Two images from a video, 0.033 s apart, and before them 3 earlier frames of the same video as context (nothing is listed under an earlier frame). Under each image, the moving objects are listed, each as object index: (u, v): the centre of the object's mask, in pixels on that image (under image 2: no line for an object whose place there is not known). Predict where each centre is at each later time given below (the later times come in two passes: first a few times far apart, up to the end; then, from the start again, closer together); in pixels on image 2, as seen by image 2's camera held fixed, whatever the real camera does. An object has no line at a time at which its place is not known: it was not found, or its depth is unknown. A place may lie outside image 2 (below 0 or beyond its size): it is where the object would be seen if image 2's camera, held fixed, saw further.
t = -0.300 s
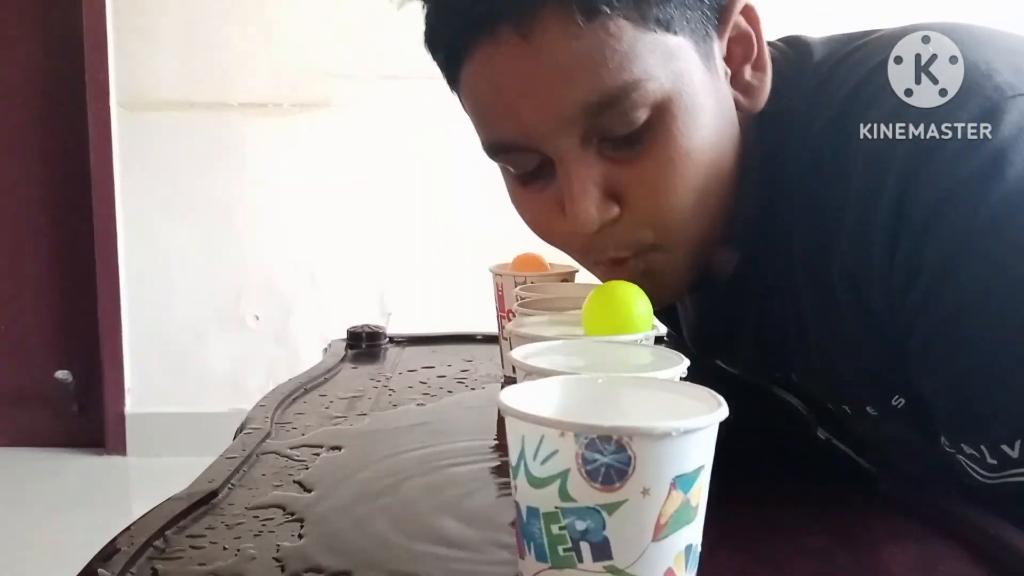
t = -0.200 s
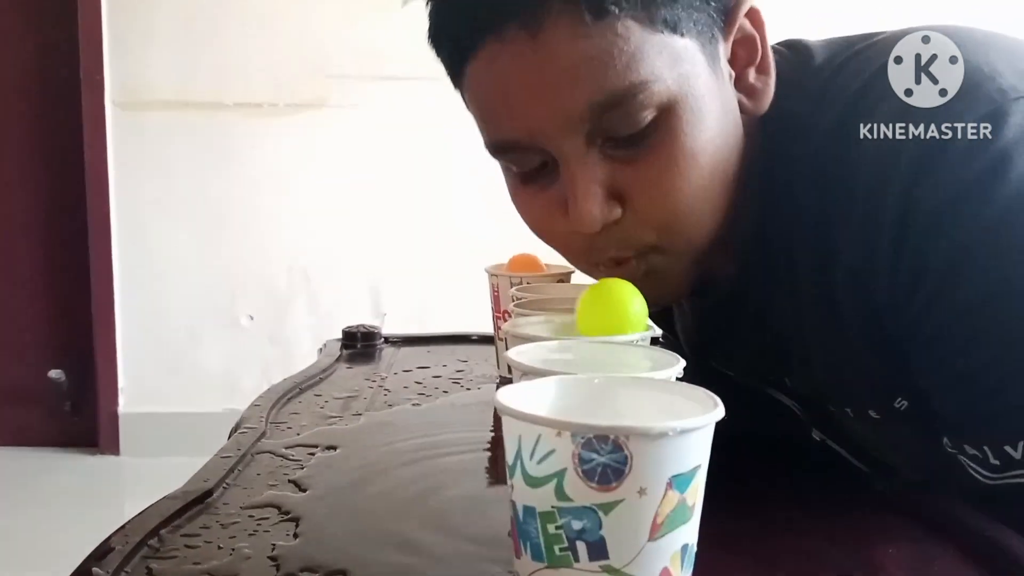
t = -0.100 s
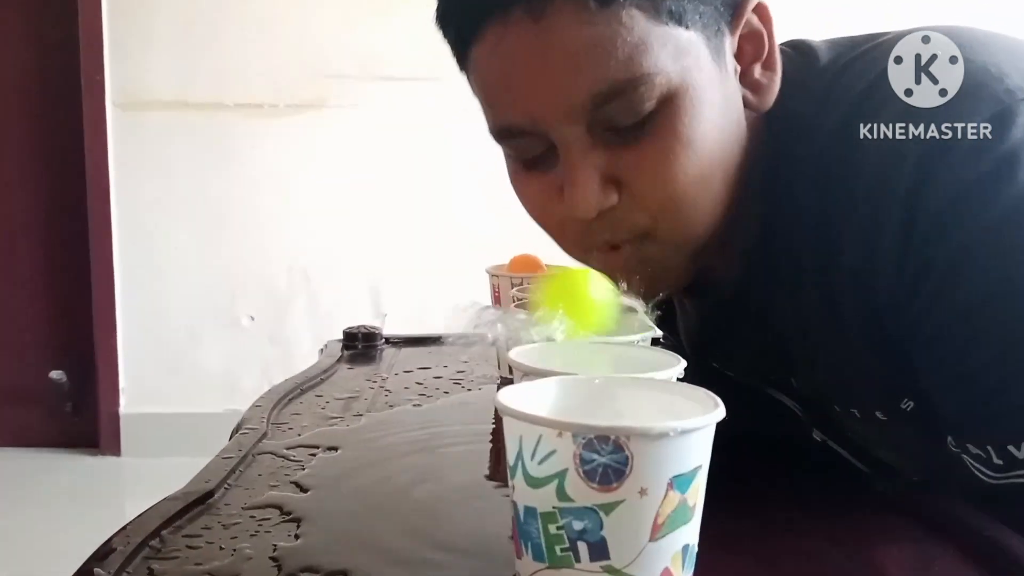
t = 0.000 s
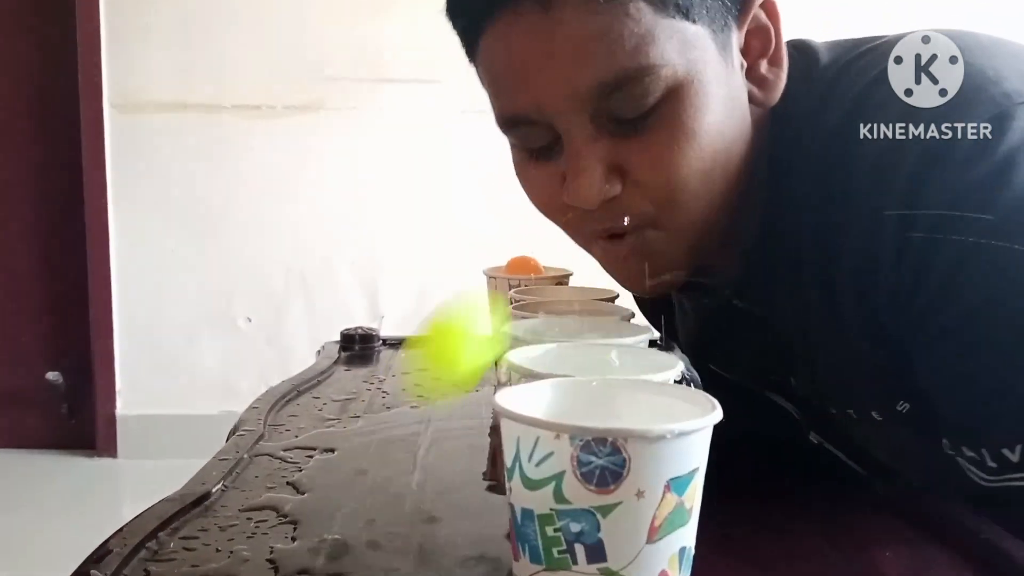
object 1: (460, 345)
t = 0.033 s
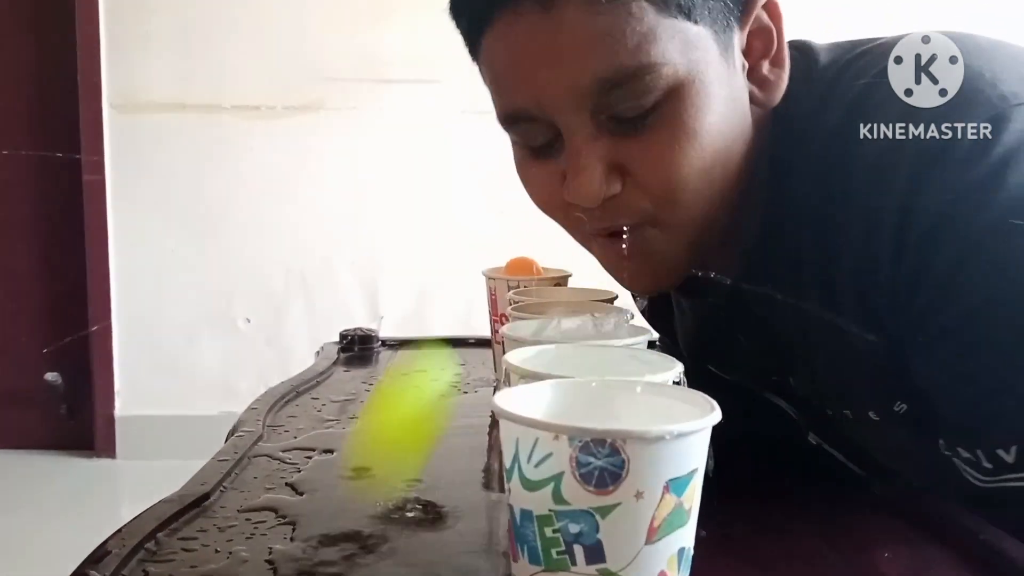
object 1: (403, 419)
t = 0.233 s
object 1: (152, 560)
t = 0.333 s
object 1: (108, 561)
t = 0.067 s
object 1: (343, 536)
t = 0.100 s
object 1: (301, 542)
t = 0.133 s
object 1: (260, 549)
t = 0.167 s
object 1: (222, 553)
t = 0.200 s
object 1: (186, 557)
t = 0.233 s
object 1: (152, 560)
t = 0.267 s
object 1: (122, 561)
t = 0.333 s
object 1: (108, 561)
